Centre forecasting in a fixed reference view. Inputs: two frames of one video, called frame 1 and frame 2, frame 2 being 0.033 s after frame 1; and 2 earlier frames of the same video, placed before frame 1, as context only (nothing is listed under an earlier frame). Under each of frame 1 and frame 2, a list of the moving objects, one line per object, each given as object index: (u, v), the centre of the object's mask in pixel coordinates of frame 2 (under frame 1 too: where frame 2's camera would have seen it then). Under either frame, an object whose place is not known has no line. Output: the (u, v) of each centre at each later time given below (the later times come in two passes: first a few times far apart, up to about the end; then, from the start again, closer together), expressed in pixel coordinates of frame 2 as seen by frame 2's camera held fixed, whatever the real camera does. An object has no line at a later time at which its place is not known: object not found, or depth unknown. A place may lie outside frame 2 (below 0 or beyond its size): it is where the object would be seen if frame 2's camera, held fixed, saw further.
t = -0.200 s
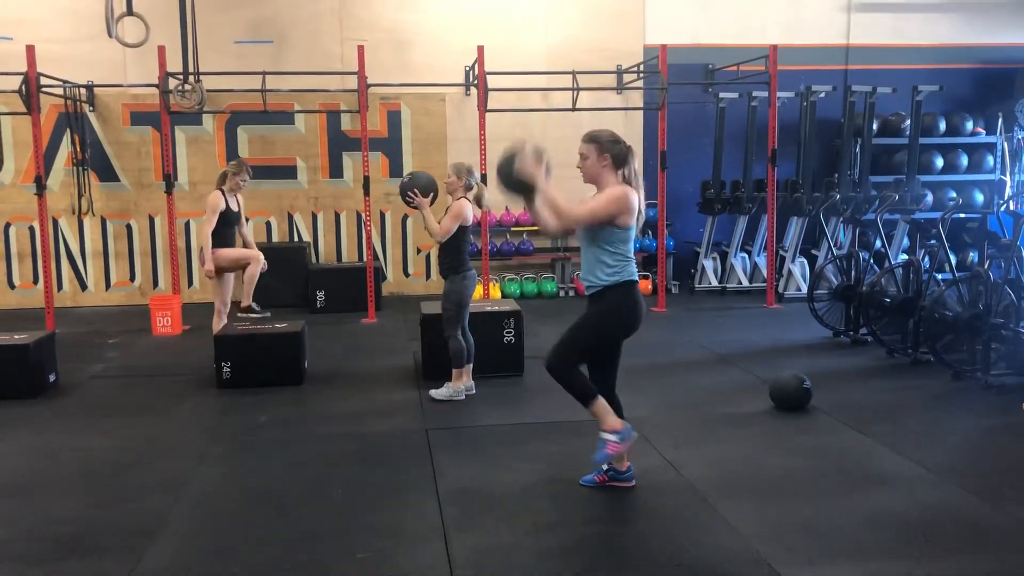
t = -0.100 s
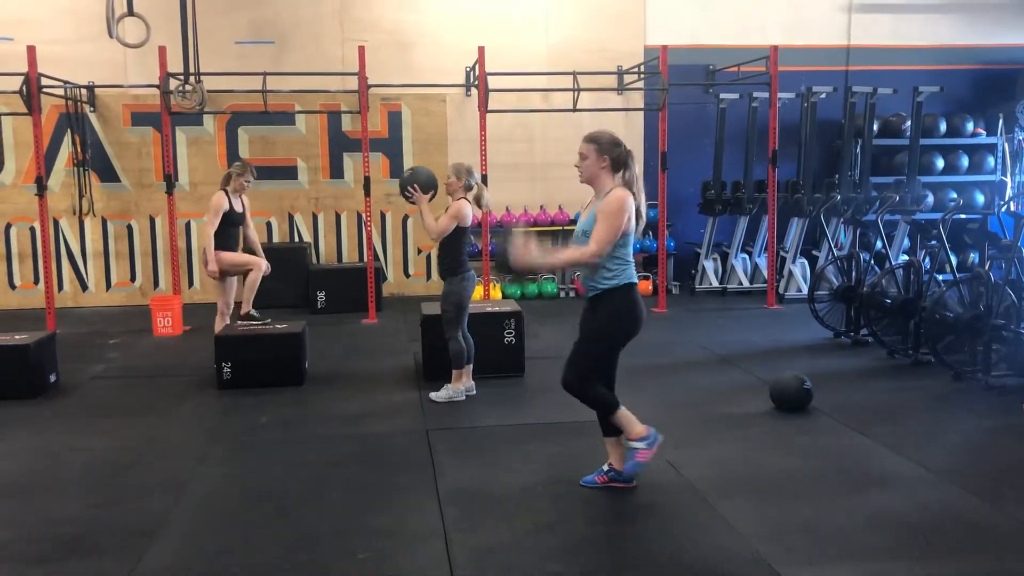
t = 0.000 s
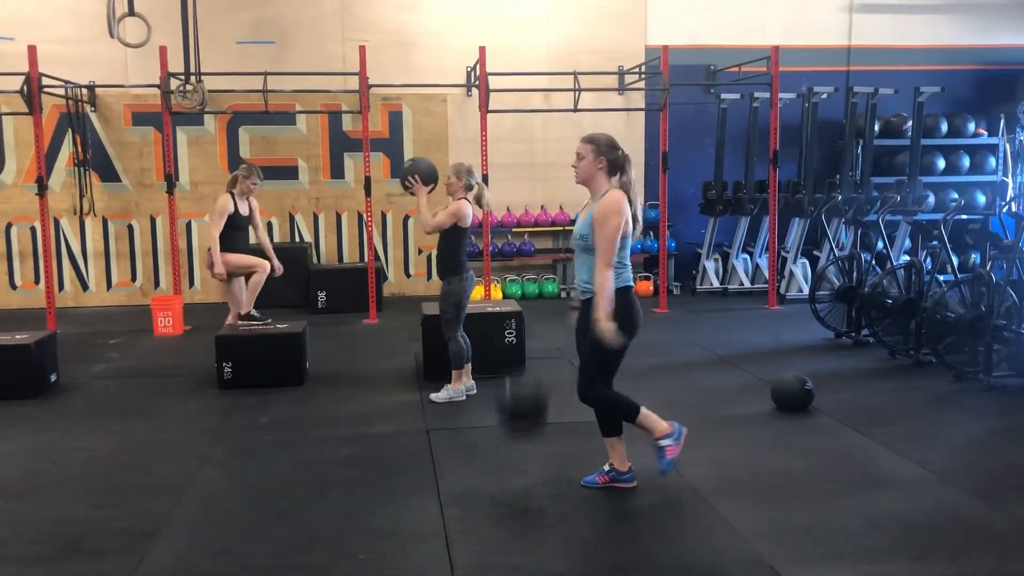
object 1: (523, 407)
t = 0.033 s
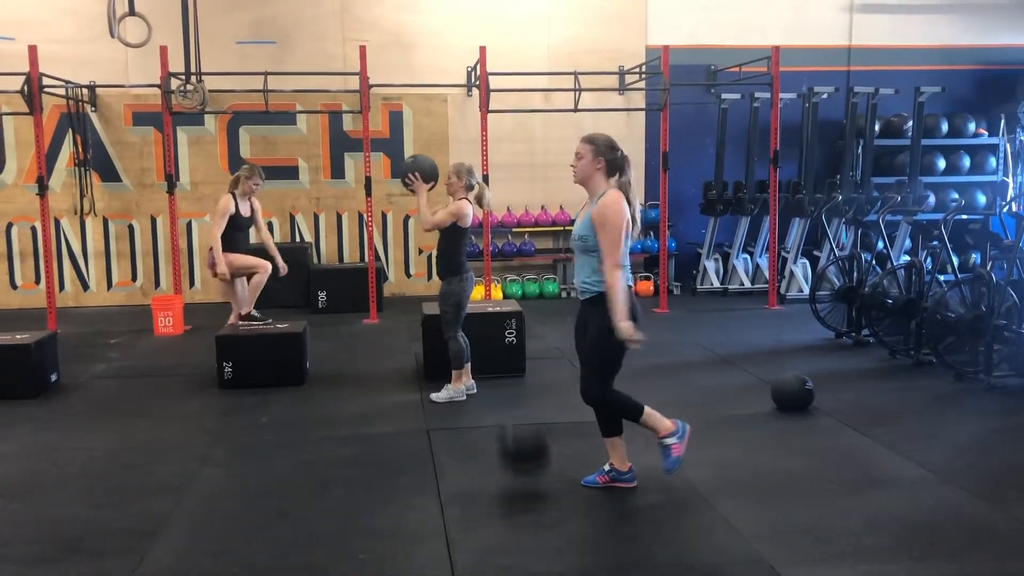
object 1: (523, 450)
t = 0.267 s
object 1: (522, 459)
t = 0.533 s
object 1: (520, 469)
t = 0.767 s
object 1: (519, 470)
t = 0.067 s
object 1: (524, 477)
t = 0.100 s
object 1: (524, 473)
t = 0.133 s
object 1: (524, 465)
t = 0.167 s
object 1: (523, 459)
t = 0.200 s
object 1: (522, 457)
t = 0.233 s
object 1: (522, 457)
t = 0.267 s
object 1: (522, 459)
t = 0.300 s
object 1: (521, 463)
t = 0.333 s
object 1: (521, 469)
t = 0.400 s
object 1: (521, 474)
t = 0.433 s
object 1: (520, 472)
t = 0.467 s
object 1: (520, 470)
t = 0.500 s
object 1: (520, 470)
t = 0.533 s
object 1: (520, 469)
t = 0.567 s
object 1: (519, 471)
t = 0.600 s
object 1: (519, 471)
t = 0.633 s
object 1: (519, 471)
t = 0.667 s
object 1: (519, 471)
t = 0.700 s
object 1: (519, 470)
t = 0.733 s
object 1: (519, 470)
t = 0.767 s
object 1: (519, 470)
